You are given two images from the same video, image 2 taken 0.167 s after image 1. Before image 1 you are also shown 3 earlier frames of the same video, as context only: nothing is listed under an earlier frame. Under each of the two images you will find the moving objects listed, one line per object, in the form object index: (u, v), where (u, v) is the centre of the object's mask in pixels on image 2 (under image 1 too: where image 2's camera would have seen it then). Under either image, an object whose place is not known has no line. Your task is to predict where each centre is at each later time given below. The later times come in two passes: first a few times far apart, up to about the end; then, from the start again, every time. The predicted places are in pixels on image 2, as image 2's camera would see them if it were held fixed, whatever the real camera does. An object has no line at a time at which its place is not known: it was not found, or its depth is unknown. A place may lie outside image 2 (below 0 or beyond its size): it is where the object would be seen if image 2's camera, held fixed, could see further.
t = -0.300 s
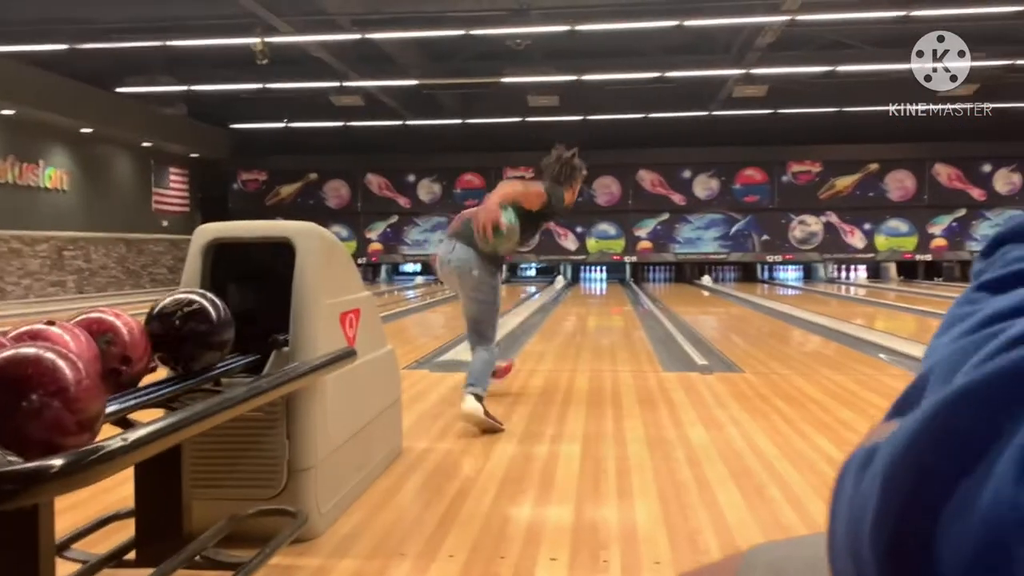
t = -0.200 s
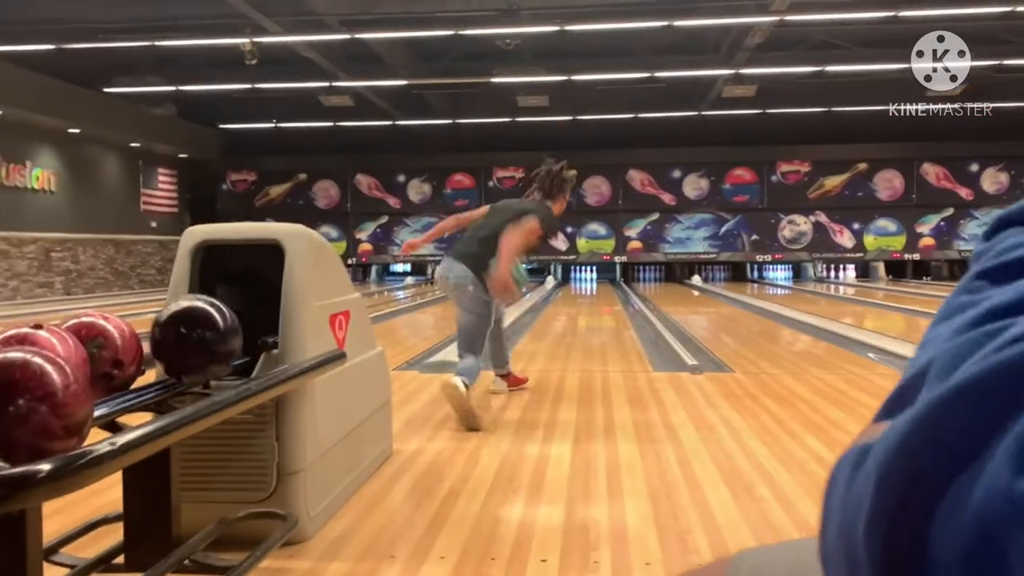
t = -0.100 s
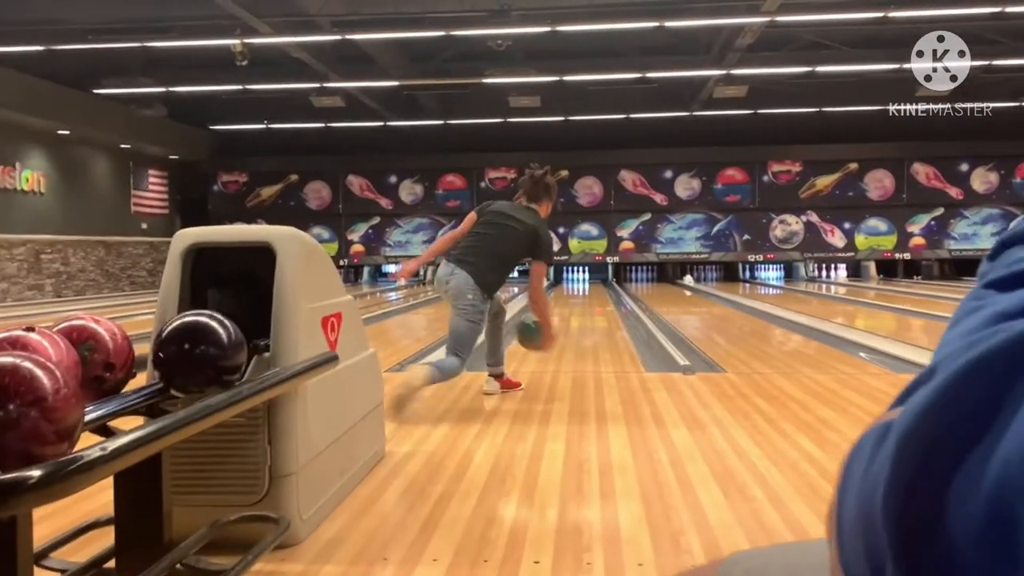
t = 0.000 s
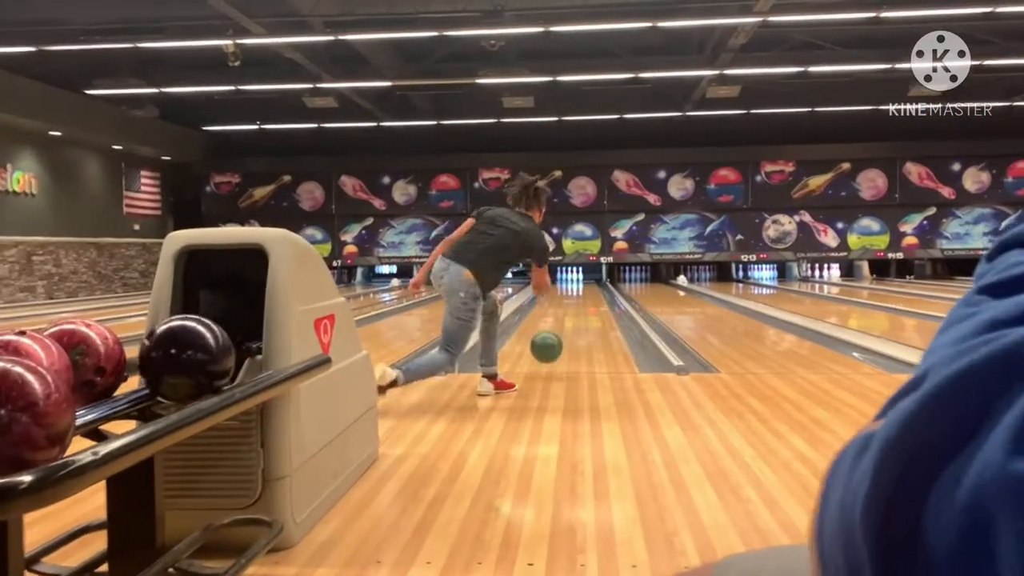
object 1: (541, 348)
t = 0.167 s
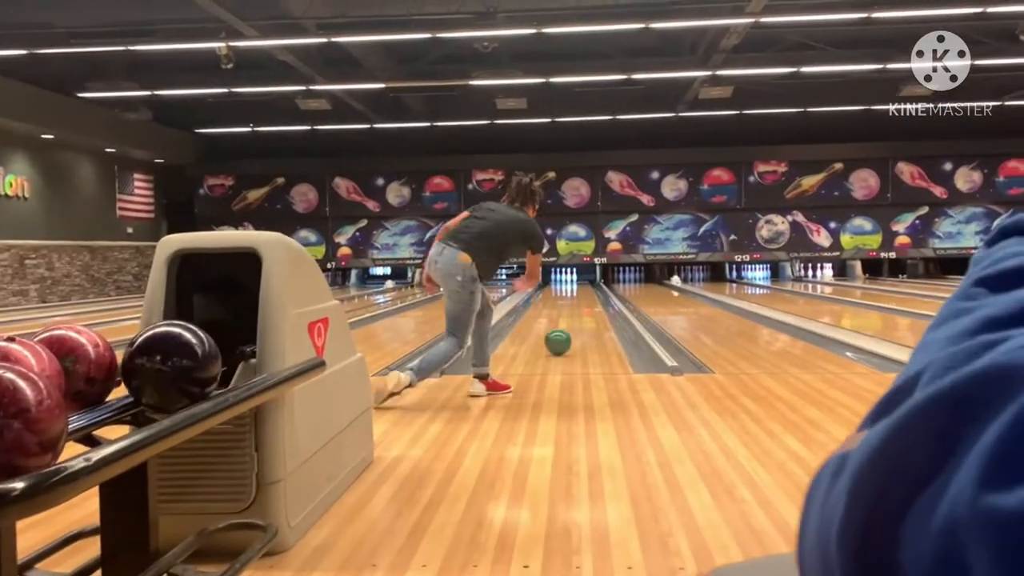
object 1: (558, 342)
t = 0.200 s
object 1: (560, 339)
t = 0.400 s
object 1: (572, 325)
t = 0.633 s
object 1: (582, 311)
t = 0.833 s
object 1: (587, 304)
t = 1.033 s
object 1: (591, 298)
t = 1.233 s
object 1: (594, 293)
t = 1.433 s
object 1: (596, 289)
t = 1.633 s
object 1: (599, 288)
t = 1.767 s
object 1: (597, 286)
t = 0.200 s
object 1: (560, 339)
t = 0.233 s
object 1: (562, 337)
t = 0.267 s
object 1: (564, 334)
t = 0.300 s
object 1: (567, 331)
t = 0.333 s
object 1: (568, 329)
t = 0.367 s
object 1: (570, 327)
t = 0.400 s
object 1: (572, 325)
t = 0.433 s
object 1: (573, 323)
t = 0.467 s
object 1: (575, 321)
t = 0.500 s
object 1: (576, 319)
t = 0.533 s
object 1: (578, 317)
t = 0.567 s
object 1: (579, 315)
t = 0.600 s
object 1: (581, 313)
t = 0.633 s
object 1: (582, 311)
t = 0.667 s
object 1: (583, 310)
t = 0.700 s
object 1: (584, 309)
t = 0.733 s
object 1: (585, 307)
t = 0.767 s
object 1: (586, 306)
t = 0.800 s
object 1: (586, 305)
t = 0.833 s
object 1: (587, 304)
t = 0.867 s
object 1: (588, 303)
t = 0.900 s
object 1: (589, 302)
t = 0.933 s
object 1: (589, 301)
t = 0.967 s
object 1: (590, 300)
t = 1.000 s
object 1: (591, 299)
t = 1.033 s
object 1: (591, 298)
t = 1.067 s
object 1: (592, 297)
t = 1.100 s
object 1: (592, 297)
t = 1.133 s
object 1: (594, 295)
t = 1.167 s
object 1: (594, 295)
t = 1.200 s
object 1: (594, 294)
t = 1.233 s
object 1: (594, 293)
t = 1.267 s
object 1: (595, 292)
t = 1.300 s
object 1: (595, 291)
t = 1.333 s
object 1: (595, 290)
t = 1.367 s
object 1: (595, 290)
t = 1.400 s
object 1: (596, 289)
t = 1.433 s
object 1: (596, 289)
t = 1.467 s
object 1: (596, 288)
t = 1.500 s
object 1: (596, 288)
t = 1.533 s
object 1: (597, 288)
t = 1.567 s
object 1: (598, 288)
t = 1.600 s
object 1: (599, 288)
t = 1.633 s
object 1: (599, 288)
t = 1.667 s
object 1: (599, 287)
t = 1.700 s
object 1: (598, 287)
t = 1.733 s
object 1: (597, 286)
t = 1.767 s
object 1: (597, 286)
